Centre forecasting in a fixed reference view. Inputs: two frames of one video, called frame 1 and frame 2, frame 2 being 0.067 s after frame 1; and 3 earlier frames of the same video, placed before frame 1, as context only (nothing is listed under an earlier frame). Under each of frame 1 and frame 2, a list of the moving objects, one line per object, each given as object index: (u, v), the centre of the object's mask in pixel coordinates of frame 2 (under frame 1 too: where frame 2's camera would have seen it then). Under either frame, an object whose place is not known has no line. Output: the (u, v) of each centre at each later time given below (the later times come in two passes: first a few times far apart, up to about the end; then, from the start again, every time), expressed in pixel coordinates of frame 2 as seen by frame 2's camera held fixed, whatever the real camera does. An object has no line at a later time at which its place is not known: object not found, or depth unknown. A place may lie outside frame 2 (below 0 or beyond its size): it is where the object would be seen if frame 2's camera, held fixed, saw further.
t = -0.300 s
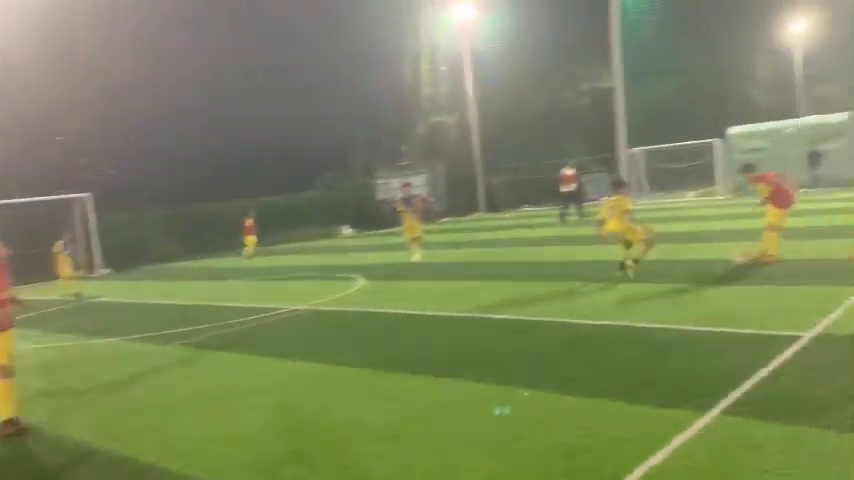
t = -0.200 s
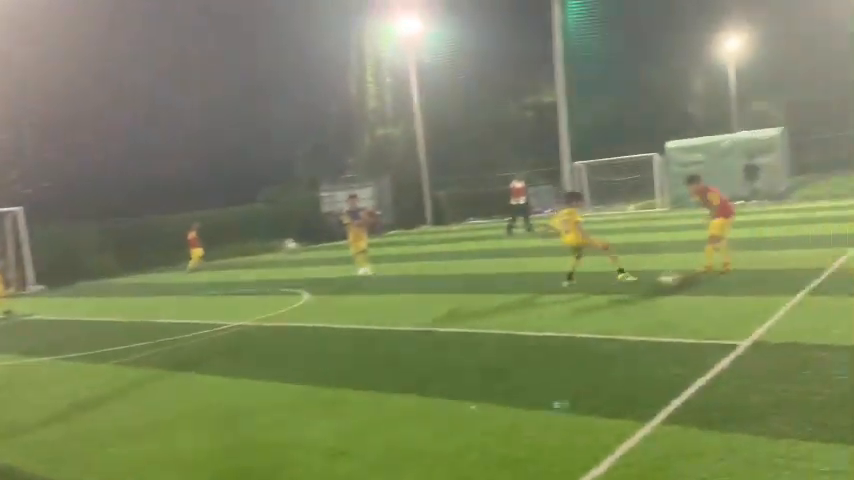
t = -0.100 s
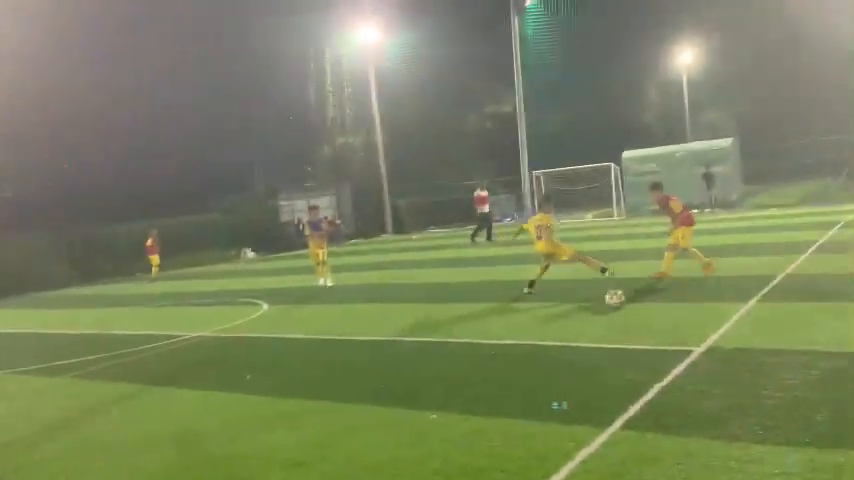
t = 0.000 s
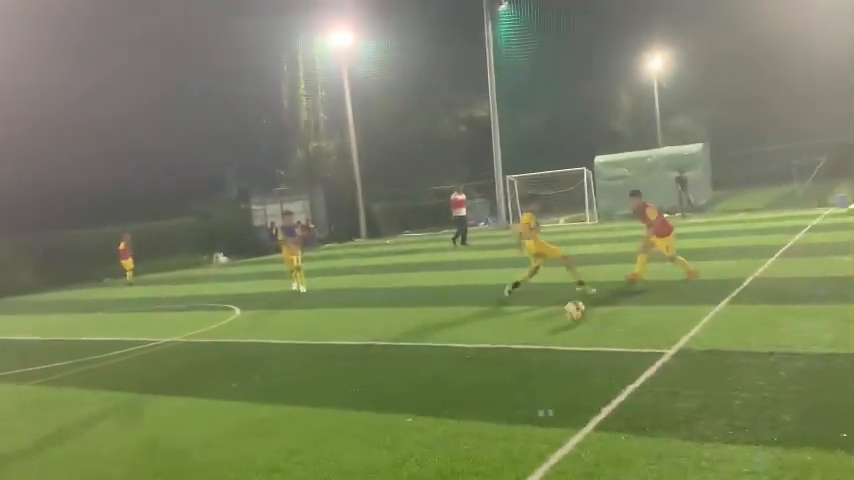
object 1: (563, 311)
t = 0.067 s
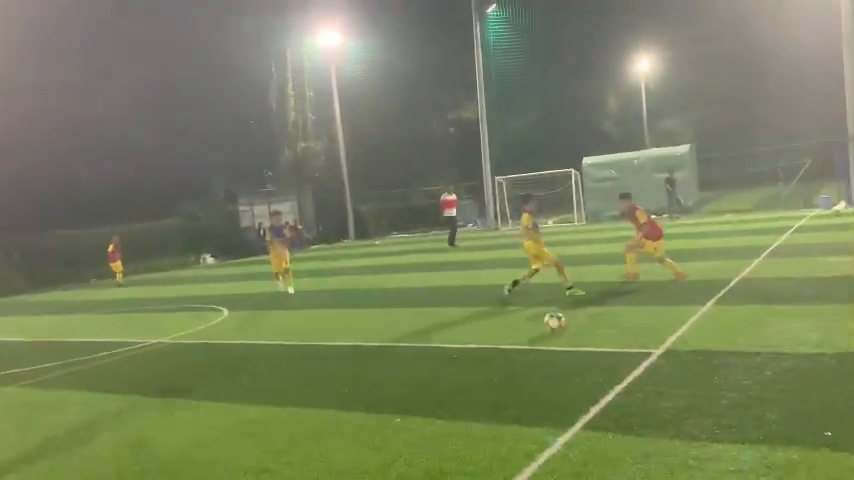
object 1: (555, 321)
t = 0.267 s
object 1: (525, 348)
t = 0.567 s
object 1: (475, 399)
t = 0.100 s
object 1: (550, 324)
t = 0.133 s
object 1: (545, 328)
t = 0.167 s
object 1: (540, 331)
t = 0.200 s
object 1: (535, 339)
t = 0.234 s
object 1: (530, 345)
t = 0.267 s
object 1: (525, 348)
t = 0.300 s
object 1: (519, 352)
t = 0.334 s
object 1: (515, 358)
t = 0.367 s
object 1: (509, 365)
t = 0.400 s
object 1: (503, 370)
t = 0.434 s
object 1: (497, 373)
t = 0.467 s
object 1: (492, 379)
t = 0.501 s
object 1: (487, 387)
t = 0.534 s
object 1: (481, 396)
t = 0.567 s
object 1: (475, 399)
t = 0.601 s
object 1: (468, 404)
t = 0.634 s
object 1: (462, 412)
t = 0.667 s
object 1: (456, 422)
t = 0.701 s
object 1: (448, 426)
